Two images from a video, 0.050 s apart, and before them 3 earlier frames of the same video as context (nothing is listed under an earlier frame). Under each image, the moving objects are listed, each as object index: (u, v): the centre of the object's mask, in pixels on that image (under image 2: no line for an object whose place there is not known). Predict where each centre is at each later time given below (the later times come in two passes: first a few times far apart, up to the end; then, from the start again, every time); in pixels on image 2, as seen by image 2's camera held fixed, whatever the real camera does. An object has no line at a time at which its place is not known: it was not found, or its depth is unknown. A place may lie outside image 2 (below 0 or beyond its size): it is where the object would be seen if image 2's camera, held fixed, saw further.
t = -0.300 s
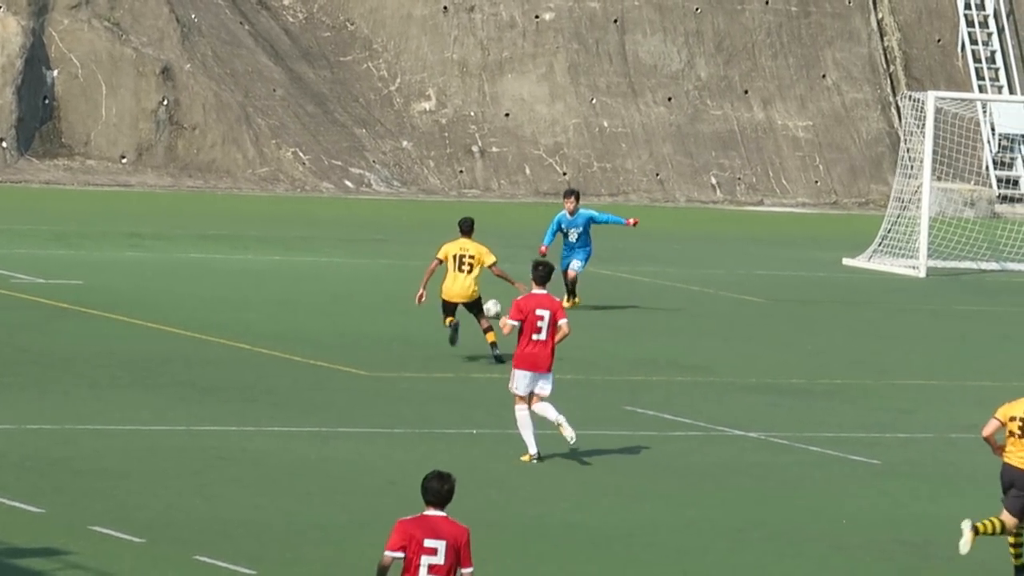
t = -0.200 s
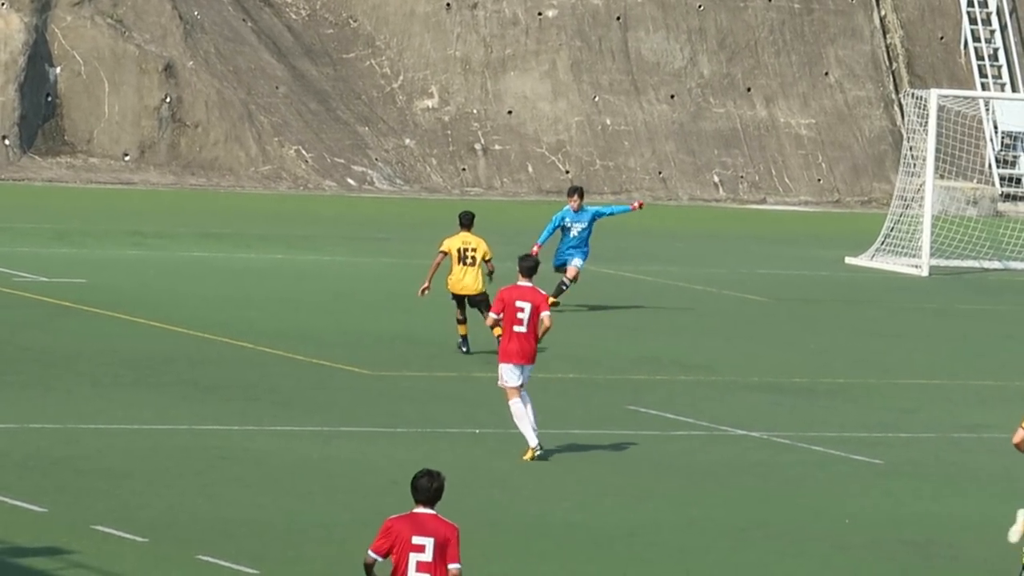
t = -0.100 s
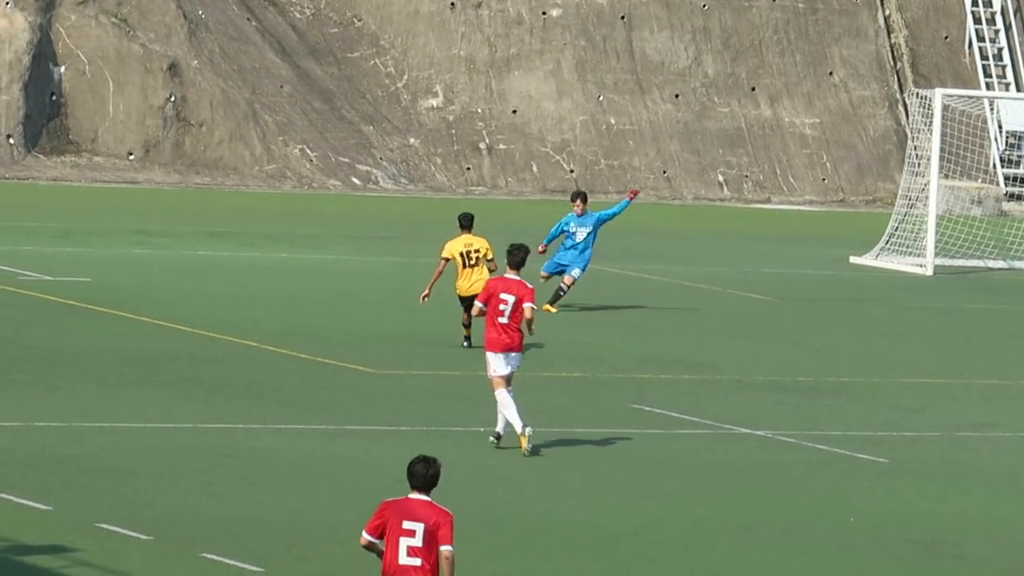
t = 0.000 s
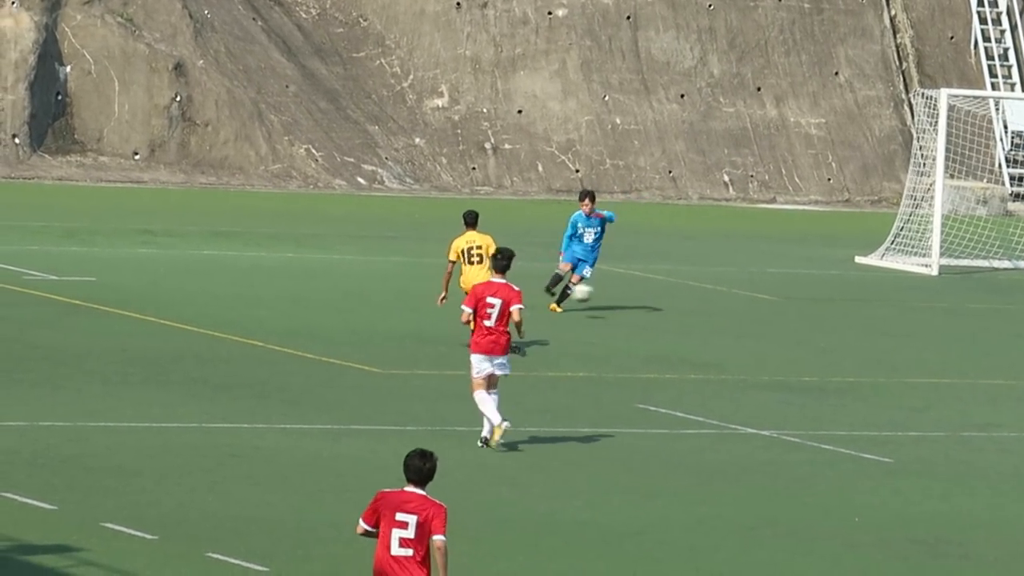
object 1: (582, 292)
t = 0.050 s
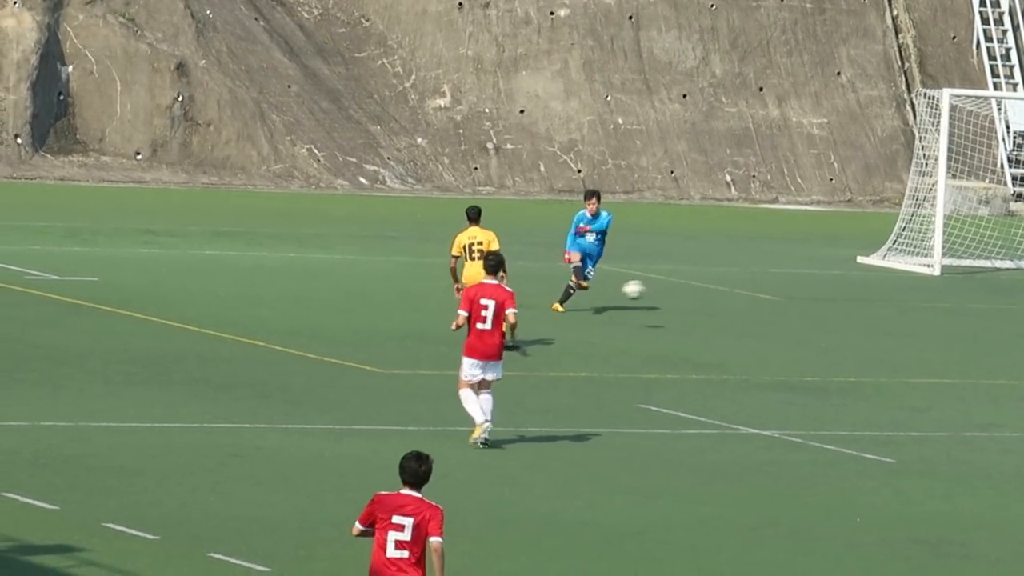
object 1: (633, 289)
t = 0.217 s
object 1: (814, 301)
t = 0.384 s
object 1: (1017, 349)
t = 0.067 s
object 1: (650, 289)
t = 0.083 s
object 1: (668, 289)
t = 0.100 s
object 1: (685, 289)
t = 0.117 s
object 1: (702, 290)
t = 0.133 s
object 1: (720, 291)
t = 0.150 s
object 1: (739, 292)
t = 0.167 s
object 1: (757, 294)
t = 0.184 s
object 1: (775, 296)
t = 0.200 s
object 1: (794, 298)
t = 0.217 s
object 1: (814, 301)
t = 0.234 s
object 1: (833, 305)
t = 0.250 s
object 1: (853, 308)
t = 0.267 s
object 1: (872, 312)
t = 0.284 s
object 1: (892, 316)
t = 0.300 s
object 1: (912, 321)
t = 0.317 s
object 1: (933, 325)
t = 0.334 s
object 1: (953, 331)
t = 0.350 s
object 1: (974, 336)
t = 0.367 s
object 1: (995, 343)
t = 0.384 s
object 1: (1017, 349)
